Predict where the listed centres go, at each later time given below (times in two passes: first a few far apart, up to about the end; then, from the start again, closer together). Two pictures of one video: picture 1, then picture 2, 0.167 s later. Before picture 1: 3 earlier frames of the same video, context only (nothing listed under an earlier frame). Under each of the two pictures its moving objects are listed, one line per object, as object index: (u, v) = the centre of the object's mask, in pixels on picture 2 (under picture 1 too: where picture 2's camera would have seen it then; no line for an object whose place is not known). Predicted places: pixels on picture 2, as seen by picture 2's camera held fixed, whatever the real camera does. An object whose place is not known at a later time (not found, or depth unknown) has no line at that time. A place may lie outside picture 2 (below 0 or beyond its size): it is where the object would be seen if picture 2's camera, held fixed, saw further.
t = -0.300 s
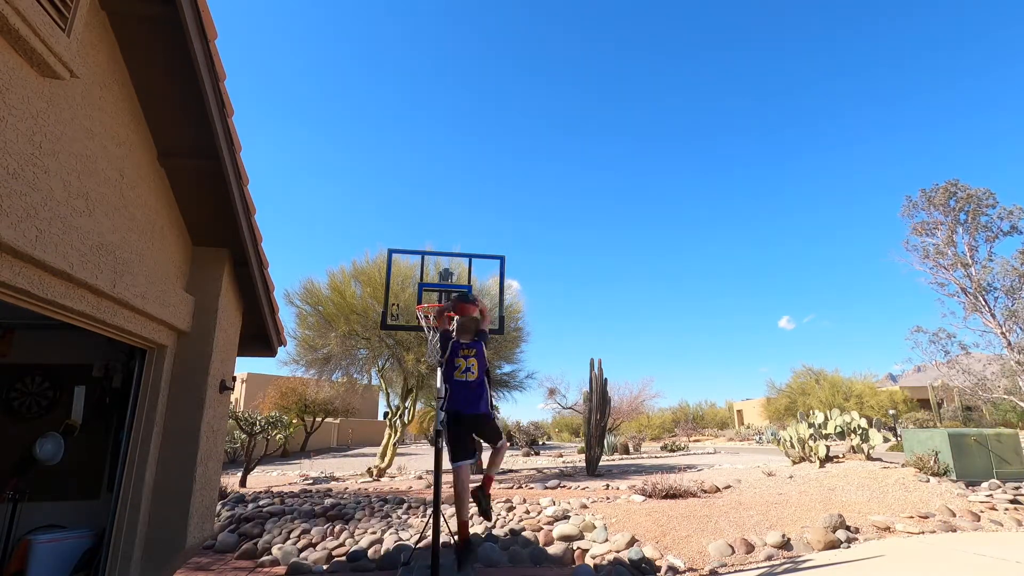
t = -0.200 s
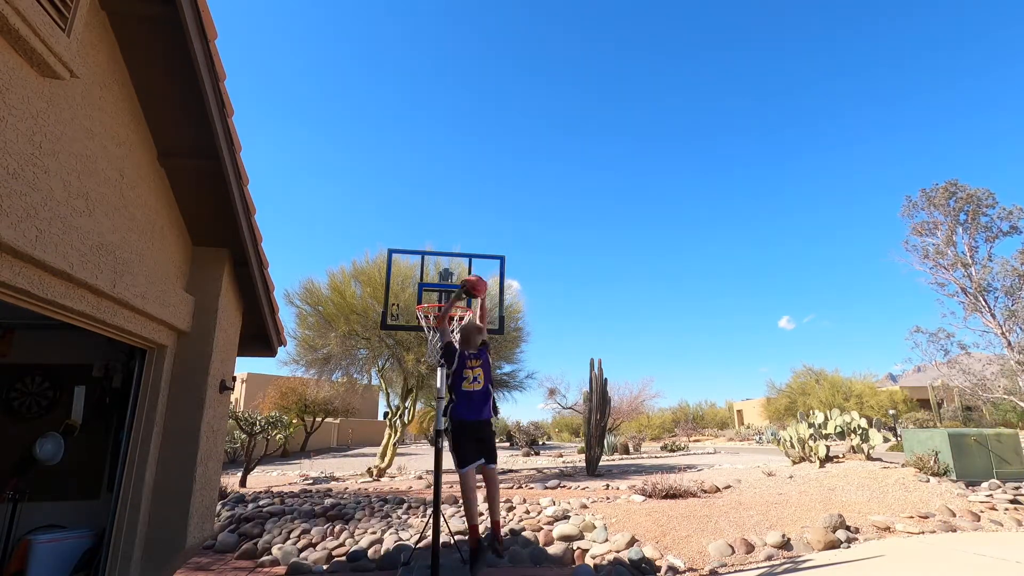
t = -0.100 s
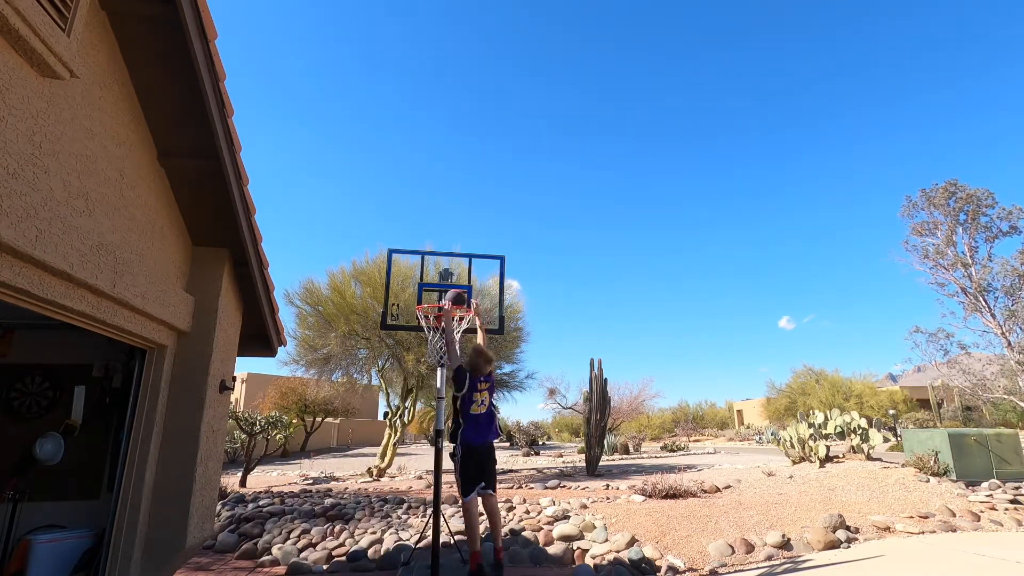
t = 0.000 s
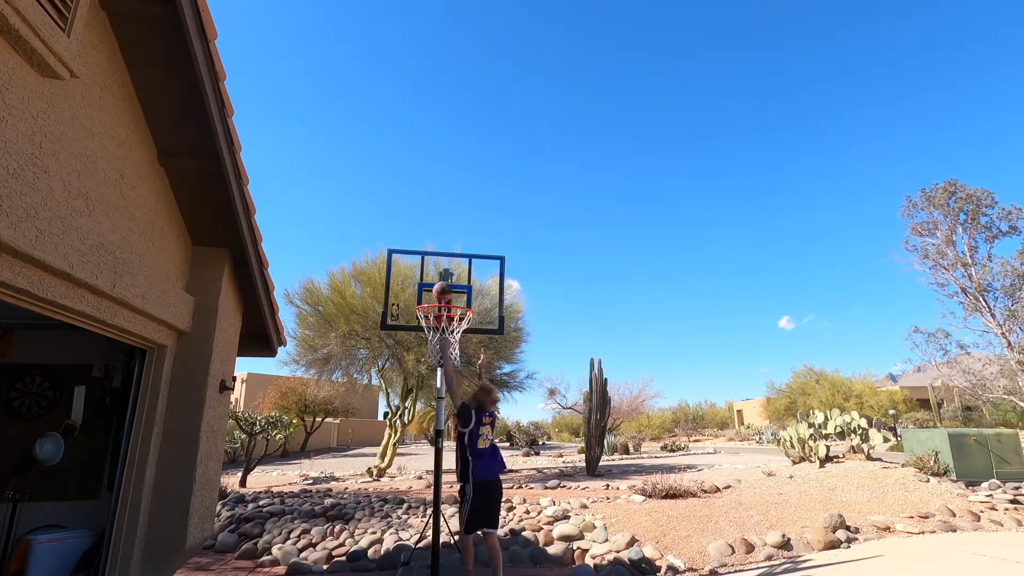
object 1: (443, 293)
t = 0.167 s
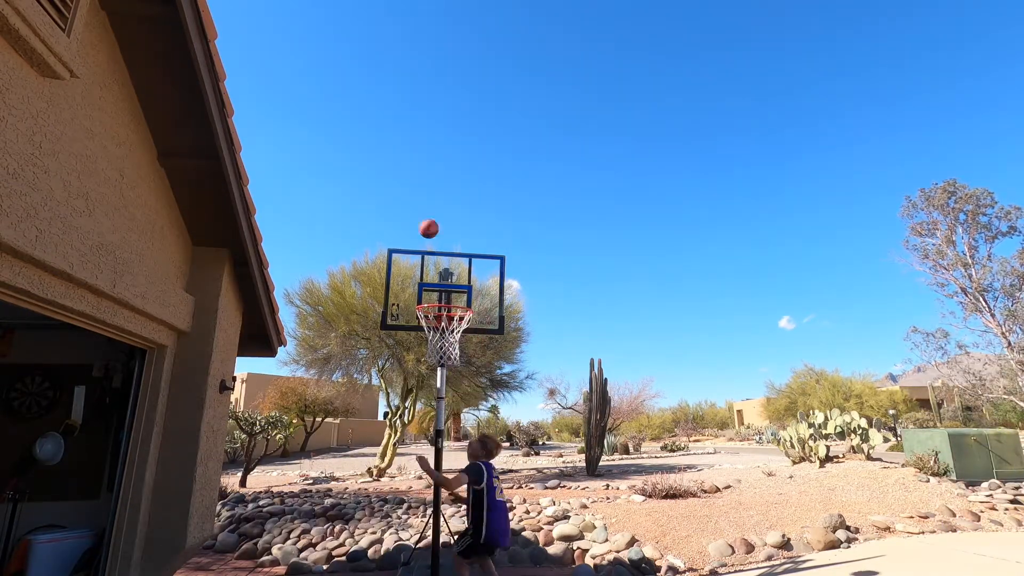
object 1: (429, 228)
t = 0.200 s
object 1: (425, 219)
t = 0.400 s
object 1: (407, 187)
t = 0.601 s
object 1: (386, 195)
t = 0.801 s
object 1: (359, 250)
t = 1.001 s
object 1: (324, 371)
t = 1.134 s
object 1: (293, 504)
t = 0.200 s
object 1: (425, 219)
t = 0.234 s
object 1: (422, 211)
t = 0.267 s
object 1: (420, 205)
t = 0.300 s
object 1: (416, 198)
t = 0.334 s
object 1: (413, 194)
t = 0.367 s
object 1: (410, 190)
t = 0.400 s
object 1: (407, 187)
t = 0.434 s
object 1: (404, 185)
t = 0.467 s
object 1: (400, 185)
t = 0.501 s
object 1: (397, 186)
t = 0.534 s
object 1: (393, 188)
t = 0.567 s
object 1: (389, 191)
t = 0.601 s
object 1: (386, 195)
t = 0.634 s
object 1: (382, 201)
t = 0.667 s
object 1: (377, 208)
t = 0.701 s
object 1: (373, 216)
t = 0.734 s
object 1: (369, 226)
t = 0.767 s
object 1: (364, 238)
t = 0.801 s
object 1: (359, 250)
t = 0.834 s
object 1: (354, 265)
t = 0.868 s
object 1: (348, 281)
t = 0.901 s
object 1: (342, 300)
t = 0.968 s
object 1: (330, 345)
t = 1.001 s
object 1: (324, 371)
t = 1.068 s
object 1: (309, 430)
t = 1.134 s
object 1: (293, 504)
